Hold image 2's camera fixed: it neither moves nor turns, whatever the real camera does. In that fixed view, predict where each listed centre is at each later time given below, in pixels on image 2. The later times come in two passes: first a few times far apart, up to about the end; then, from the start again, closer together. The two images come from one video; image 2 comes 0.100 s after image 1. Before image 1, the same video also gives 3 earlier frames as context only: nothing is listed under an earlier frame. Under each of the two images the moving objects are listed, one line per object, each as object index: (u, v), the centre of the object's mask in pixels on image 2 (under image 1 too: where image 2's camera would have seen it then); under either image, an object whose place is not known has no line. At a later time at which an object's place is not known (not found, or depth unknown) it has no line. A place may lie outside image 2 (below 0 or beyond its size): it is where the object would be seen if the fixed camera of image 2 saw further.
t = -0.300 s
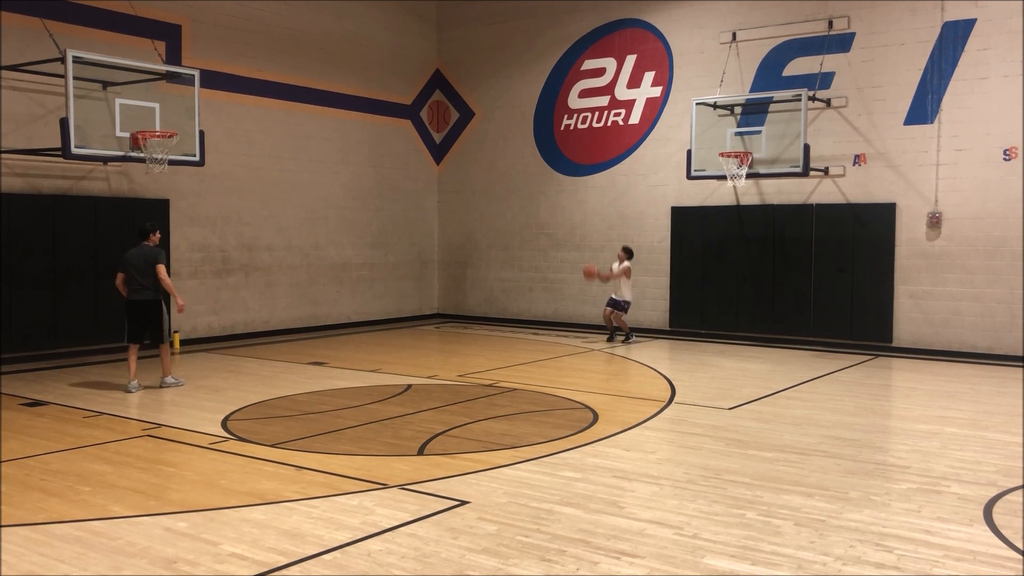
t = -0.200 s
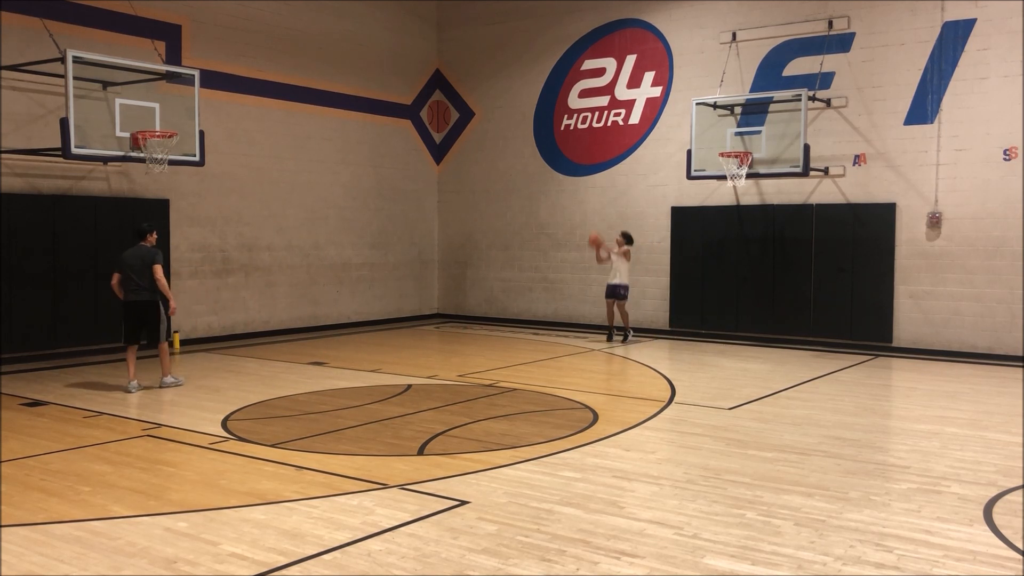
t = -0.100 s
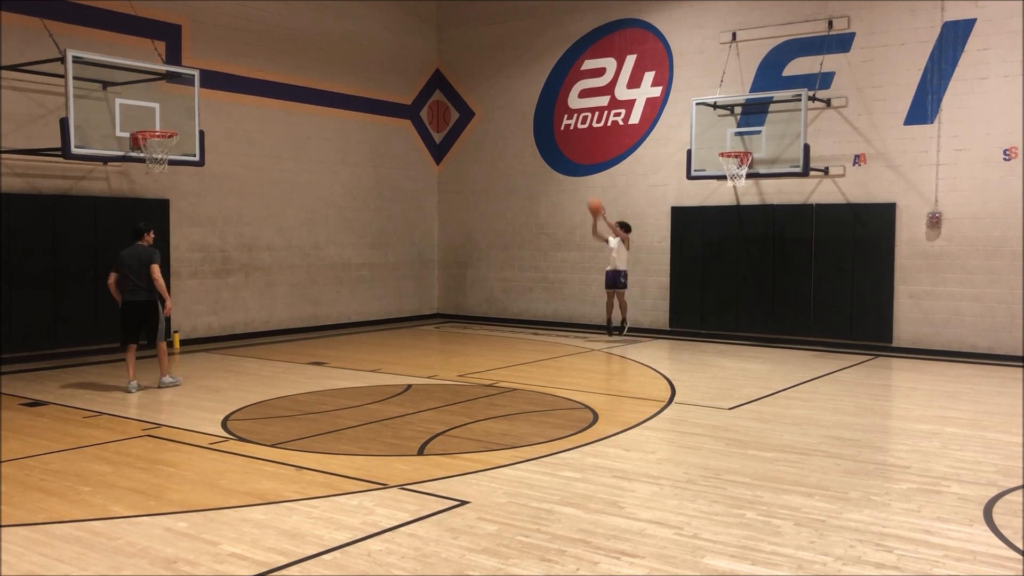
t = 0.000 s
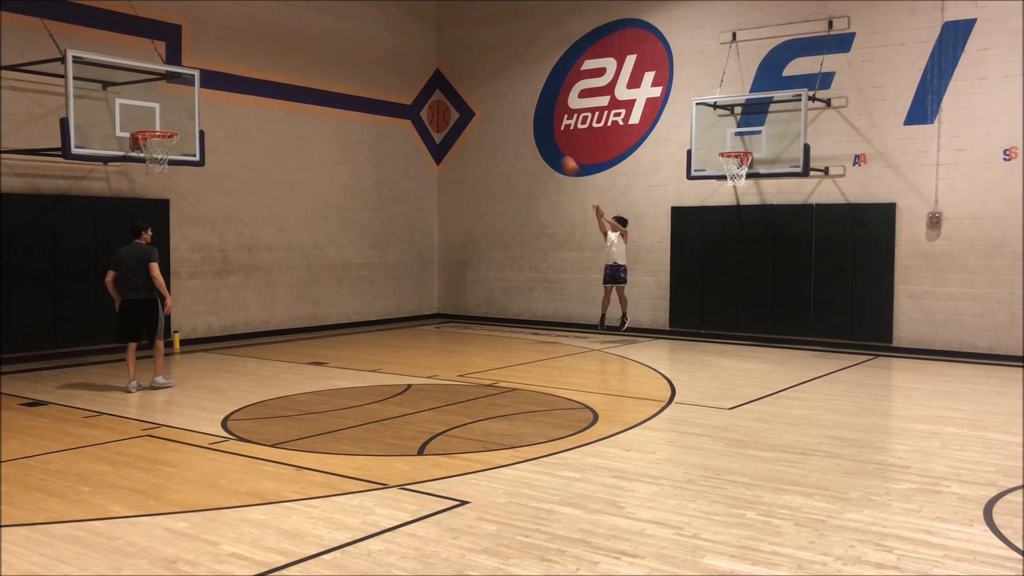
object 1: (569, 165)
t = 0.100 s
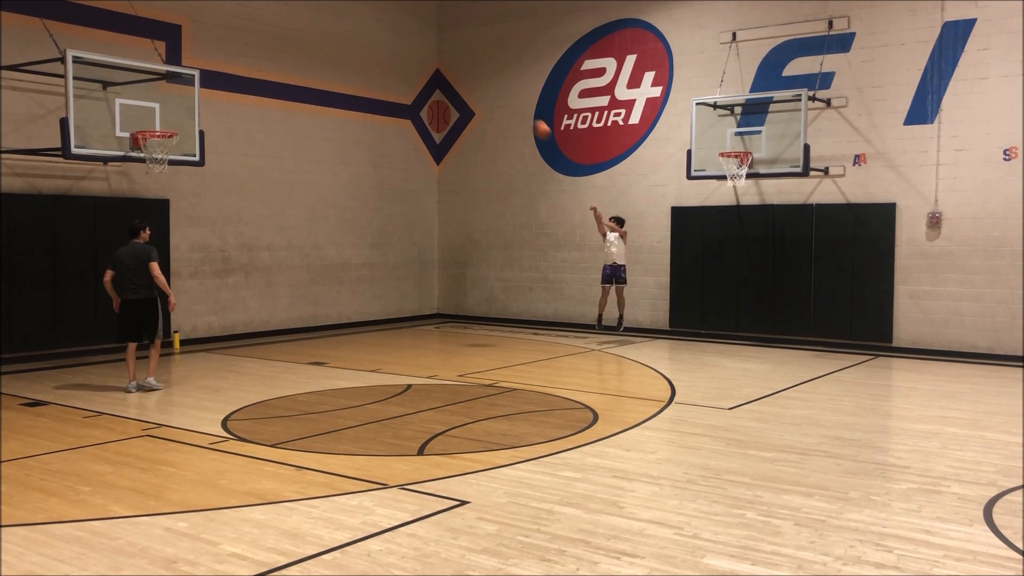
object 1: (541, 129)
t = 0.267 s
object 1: (493, 80)
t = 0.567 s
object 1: (393, 30)
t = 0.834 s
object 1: (297, 34)
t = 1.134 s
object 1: (178, 107)
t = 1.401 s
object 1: (162, 206)
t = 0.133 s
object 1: (531, 118)
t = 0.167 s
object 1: (521, 107)
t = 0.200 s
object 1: (512, 97)
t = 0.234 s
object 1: (502, 88)
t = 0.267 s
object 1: (493, 80)
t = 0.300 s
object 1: (483, 71)
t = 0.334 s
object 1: (472, 64)
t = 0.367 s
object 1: (461, 57)
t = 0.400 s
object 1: (451, 50)
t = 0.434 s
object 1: (440, 44)
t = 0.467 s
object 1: (428, 40)
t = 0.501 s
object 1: (418, 36)
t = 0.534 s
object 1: (406, 33)
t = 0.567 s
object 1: (393, 30)
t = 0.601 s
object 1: (382, 27)
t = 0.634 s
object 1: (370, 26)
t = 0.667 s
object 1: (359, 26)
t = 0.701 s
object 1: (347, 26)
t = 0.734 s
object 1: (335, 27)
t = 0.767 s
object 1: (323, 28)
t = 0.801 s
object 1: (310, 31)
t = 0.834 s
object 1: (297, 34)
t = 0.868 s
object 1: (285, 39)
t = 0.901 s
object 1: (272, 44)
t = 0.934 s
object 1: (259, 50)
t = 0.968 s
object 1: (246, 57)
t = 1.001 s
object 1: (233, 65)
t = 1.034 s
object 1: (219, 75)
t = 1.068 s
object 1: (208, 82)
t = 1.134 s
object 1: (178, 107)
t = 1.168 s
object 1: (166, 119)
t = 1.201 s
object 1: (148, 127)
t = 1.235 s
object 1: (147, 144)
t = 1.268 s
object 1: (149, 158)
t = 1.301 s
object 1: (152, 170)
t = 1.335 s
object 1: (155, 180)
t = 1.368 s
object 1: (158, 192)
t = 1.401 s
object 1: (162, 206)
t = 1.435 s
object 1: (165, 219)
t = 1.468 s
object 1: (168, 234)
